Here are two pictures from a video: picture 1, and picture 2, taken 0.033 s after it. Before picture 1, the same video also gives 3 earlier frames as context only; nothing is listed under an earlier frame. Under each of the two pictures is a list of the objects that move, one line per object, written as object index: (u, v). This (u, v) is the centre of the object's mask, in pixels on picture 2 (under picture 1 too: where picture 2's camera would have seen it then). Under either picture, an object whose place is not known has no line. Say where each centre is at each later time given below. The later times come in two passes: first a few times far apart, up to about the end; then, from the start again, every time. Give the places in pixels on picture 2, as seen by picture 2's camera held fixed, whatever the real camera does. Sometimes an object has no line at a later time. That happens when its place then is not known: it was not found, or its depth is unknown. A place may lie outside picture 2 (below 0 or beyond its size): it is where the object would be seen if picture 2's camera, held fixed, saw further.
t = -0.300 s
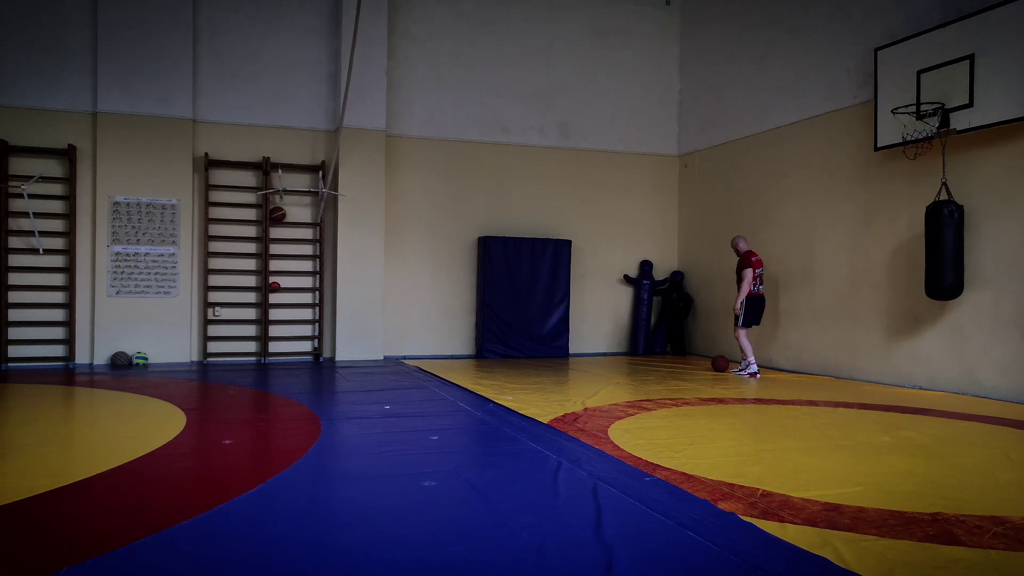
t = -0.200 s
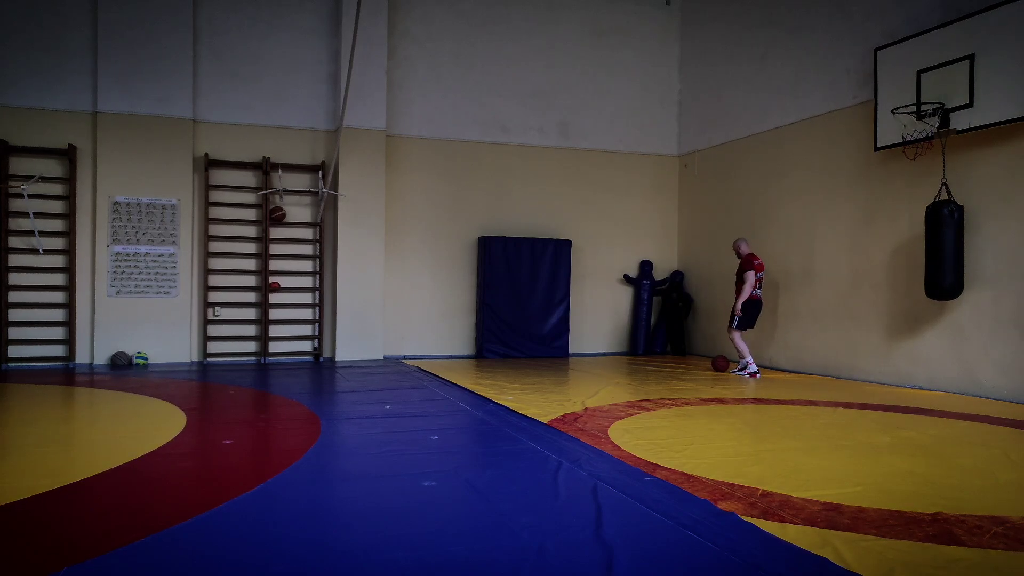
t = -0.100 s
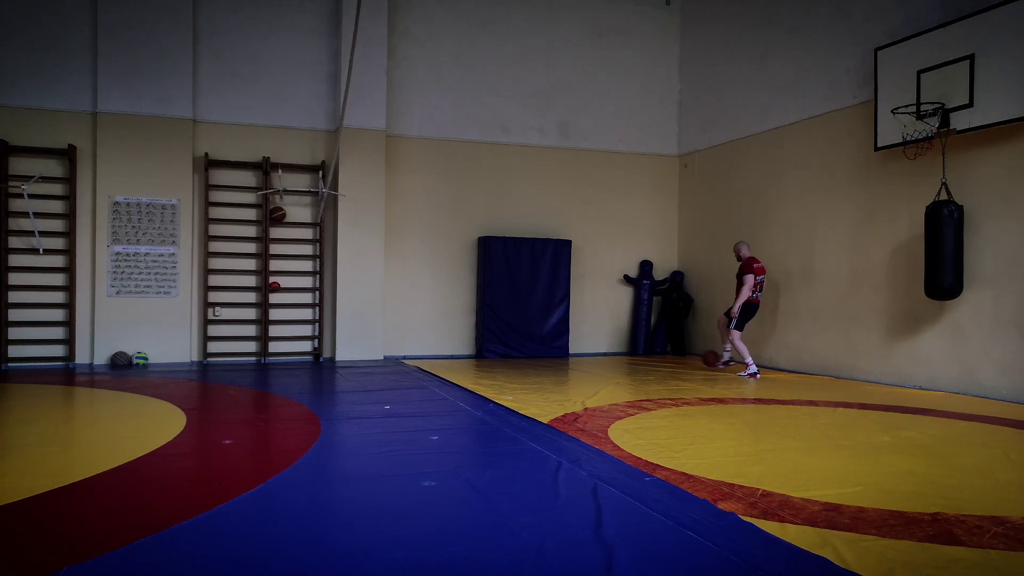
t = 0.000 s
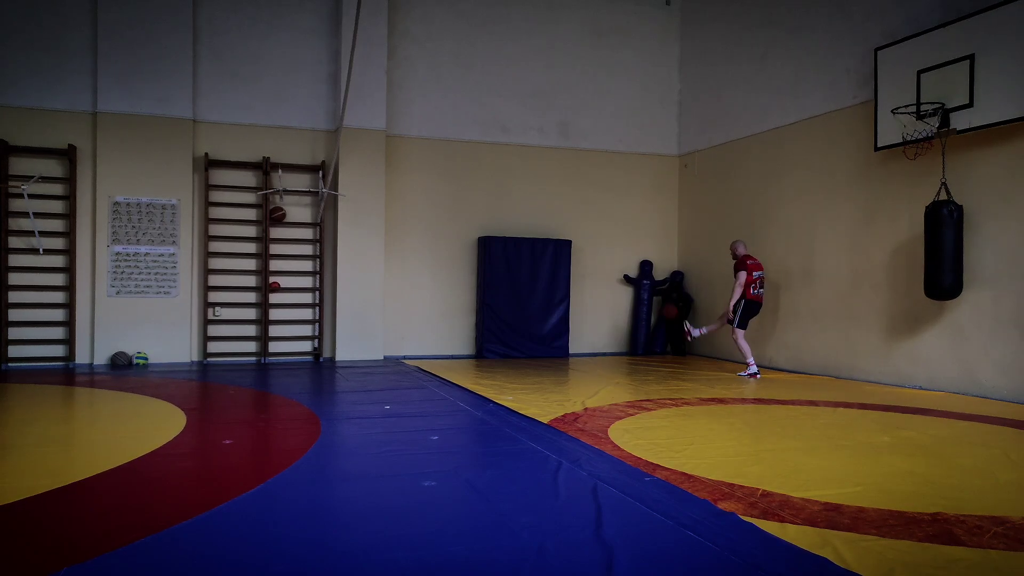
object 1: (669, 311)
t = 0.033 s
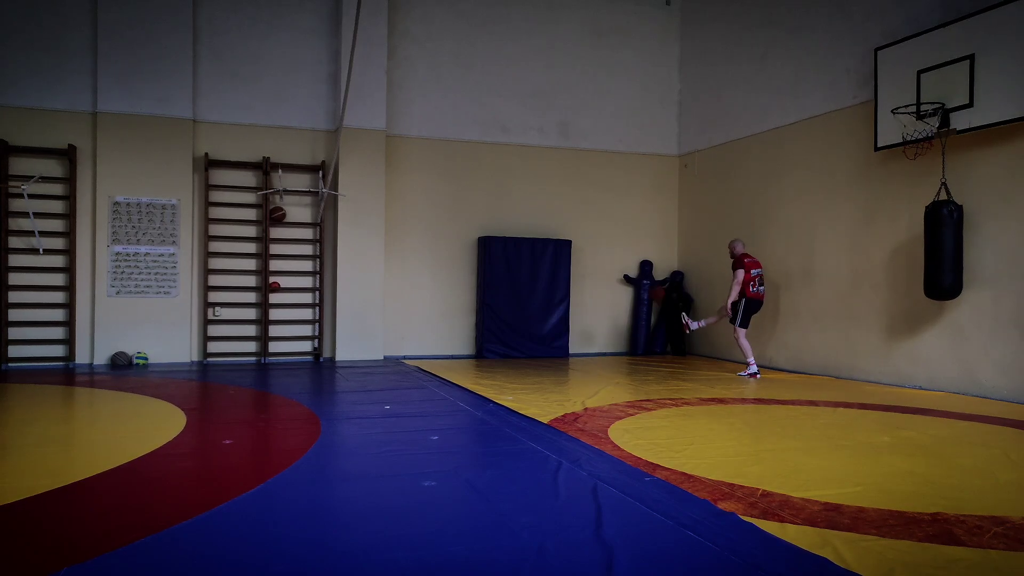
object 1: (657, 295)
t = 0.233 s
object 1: (584, 208)
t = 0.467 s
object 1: (509, 151)
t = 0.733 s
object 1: (472, 119)
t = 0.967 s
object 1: (448, 123)
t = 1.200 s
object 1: (418, 169)
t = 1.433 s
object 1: (380, 272)
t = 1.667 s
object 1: (344, 342)
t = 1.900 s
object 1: (326, 250)
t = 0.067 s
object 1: (645, 277)
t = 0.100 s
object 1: (631, 261)
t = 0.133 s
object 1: (619, 246)
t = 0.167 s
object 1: (607, 232)
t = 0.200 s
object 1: (596, 220)
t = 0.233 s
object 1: (584, 208)
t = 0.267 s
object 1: (573, 197)
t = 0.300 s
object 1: (562, 187)
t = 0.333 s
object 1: (551, 178)
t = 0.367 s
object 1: (540, 170)
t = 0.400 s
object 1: (530, 163)
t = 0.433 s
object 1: (519, 156)
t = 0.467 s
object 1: (509, 151)
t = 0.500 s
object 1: (499, 146)
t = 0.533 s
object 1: (489, 142)
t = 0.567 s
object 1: (486, 137)
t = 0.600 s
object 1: (483, 132)
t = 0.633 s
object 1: (481, 128)
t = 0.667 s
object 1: (478, 124)
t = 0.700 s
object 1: (475, 121)
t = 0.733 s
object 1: (472, 119)
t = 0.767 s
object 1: (469, 117)
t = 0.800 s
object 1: (465, 116)
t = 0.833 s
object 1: (462, 116)
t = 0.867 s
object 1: (459, 117)
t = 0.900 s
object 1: (455, 118)
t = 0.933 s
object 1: (452, 120)
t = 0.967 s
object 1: (448, 123)
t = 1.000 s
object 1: (444, 127)
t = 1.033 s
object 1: (440, 131)
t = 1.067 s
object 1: (436, 137)
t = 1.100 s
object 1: (432, 143)
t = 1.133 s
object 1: (427, 151)
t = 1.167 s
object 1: (423, 159)
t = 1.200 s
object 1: (418, 169)
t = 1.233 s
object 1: (413, 180)
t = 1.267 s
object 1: (408, 192)
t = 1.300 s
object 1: (403, 205)
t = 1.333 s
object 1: (398, 220)
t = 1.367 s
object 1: (392, 236)
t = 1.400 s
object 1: (386, 253)
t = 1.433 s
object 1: (380, 272)
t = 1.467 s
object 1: (374, 293)
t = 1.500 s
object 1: (368, 316)
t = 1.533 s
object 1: (361, 340)
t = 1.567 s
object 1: (354, 367)
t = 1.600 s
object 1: (349, 376)
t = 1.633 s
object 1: (346, 359)
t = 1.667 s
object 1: (344, 342)
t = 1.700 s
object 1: (341, 326)
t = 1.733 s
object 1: (339, 311)
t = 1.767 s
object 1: (336, 297)
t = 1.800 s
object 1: (334, 284)
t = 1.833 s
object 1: (332, 272)
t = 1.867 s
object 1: (328, 260)
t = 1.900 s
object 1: (326, 250)
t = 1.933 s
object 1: (323, 240)
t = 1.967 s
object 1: (320, 232)
